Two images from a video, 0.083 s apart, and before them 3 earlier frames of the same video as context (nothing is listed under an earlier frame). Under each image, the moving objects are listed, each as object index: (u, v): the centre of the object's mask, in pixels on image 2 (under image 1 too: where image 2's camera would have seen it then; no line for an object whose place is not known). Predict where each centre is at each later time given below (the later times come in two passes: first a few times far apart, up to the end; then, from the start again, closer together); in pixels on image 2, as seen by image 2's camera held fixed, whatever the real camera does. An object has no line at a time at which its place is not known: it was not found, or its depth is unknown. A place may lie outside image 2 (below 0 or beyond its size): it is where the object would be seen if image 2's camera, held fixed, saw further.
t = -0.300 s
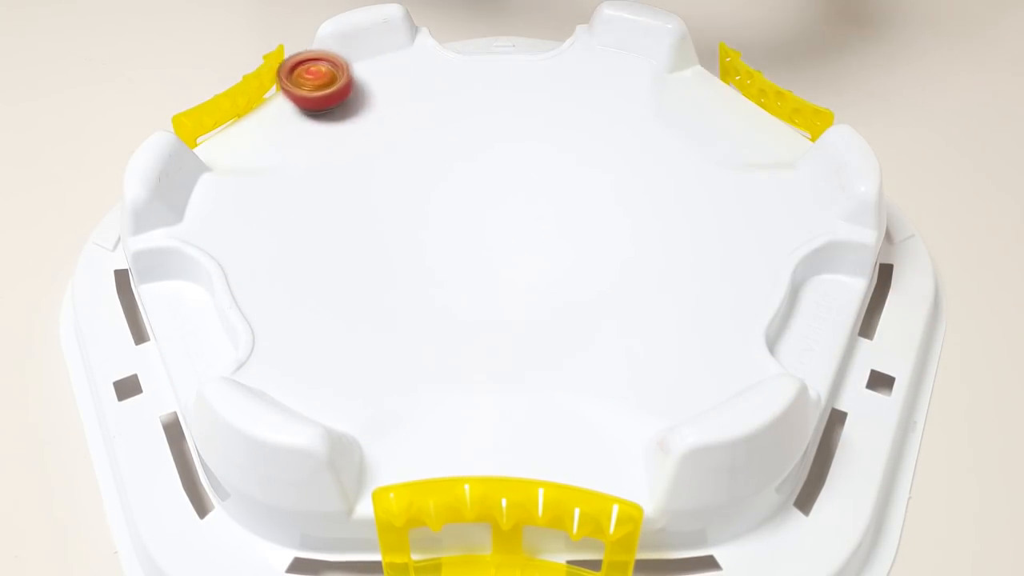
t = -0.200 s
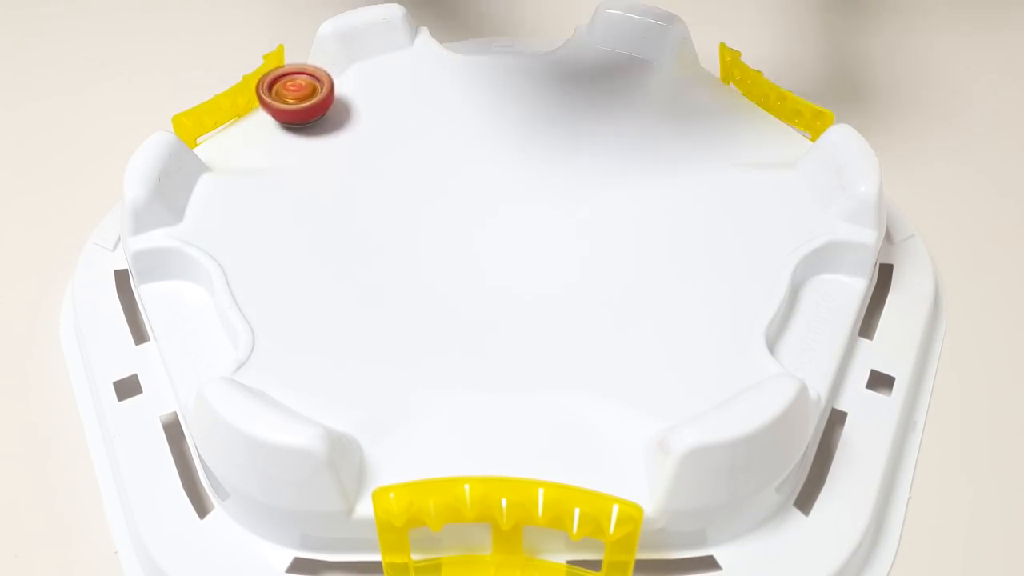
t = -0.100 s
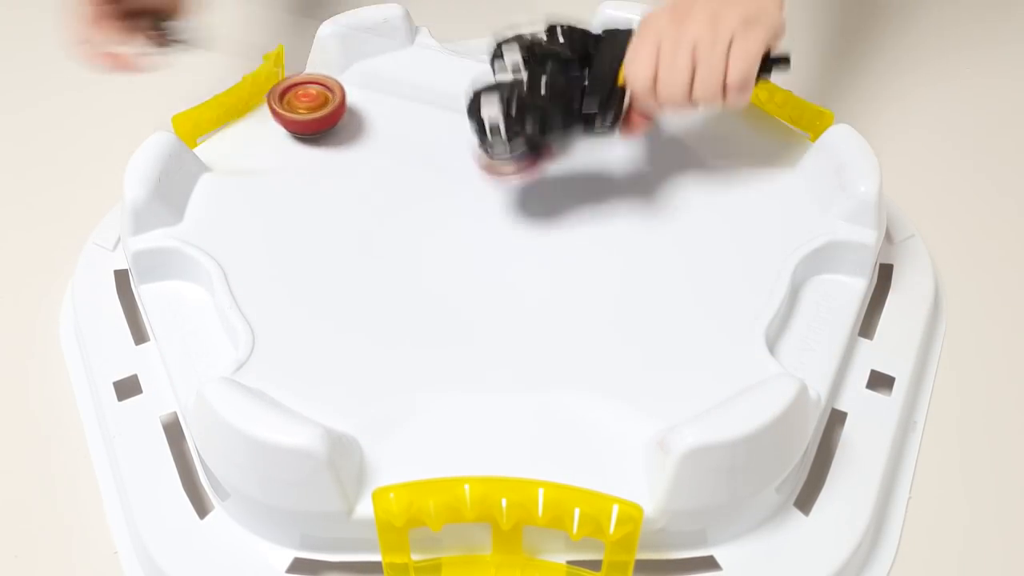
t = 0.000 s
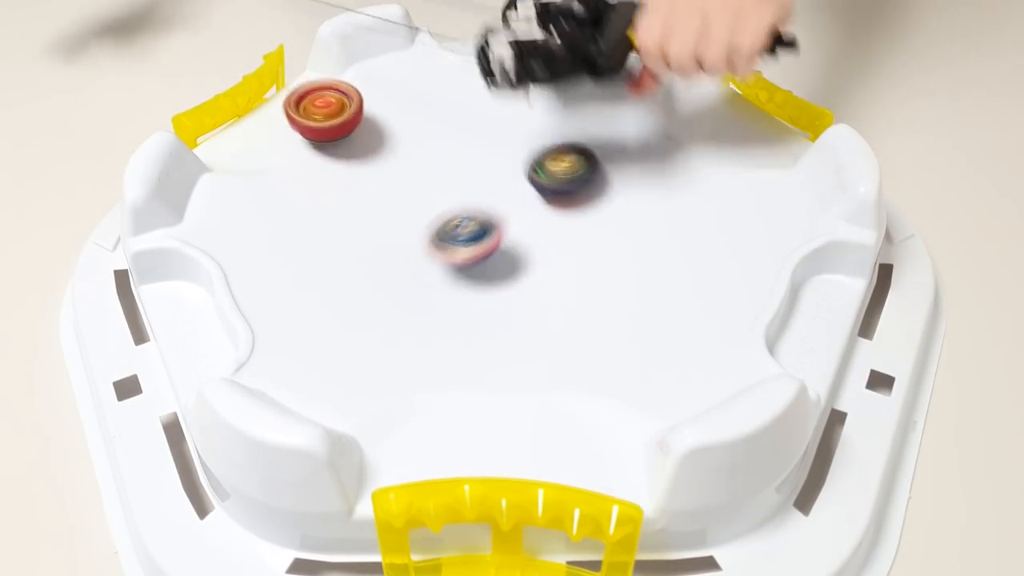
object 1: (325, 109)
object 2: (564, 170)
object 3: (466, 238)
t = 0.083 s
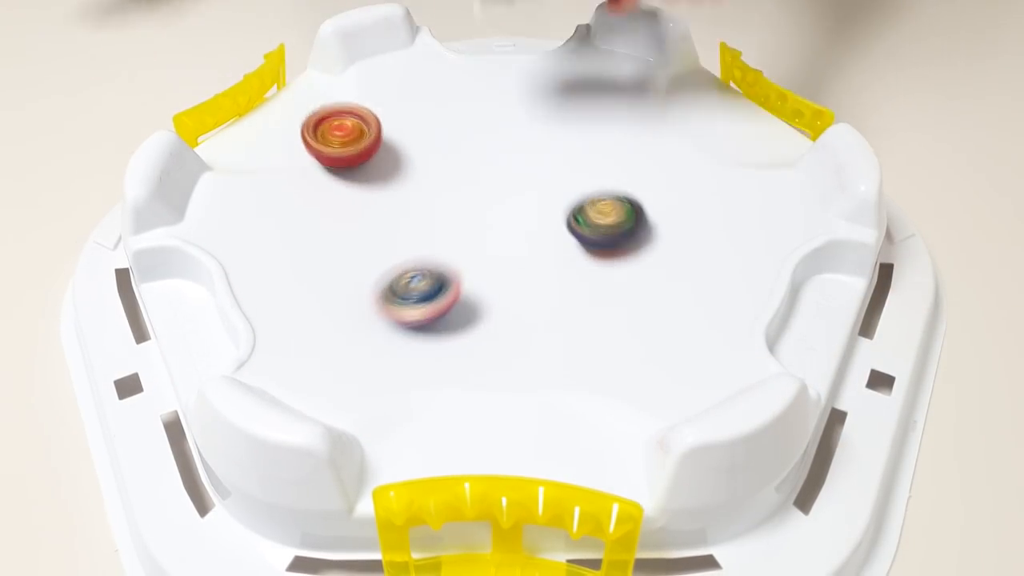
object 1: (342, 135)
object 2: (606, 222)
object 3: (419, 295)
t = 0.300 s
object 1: (429, 259)
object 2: (585, 292)
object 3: (412, 463)
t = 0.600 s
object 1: (505, 262)
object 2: (660, 280)
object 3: (513, 346)
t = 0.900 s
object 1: (518, 140)
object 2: (775, 147)
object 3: (390, 287)
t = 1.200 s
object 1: (385, 78)
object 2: (672, 68)
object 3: (431, 413)
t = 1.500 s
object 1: (335, 92)
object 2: (718, 107)
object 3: (526, 287)
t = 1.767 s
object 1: (318, 73)
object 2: (710, 138)
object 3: (437, 86)
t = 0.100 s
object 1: (344, 141)
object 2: (612, 230)
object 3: (412, 304)
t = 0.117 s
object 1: (347, 151)
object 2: (616, 239)
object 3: (407, 316)
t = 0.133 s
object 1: (349, 158)
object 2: (619, 246)
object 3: (403, 325)
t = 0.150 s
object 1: (352, 169)
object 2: (620, 252)
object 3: (401, 337)
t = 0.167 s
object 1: (355, 178)
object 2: (621, 259)
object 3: (400, 349)
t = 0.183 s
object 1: (359, 188)
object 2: (620, 265)
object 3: (400, 361)
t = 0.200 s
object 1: (364, 198)
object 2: (617, 270)
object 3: (403, 375)
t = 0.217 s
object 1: (371, 210)
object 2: (614, 275)
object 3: (407, 391)
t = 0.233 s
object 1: (379, 220)
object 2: (610, 279)
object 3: (412, 411)
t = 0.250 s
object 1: (390, 232)
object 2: (605, 284)
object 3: (416, 431)
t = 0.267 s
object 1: (401, 243)
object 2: (599, 288)
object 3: (414, 446)
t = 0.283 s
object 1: (414, 251)
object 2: (593, 290)
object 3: (414, 457)
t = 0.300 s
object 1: (429, 259)
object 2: (585, 292)
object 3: (412, 463)
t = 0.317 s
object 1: (446, 267)
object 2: (578, 294)
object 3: (409, 459)
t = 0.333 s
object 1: (462, 273)
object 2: (570, 295)
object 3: (406, 450)
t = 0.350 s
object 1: (478, 278)
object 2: (565, 297)
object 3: (409, 438)
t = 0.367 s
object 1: (477, 277)
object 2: (579, 297)
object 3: (413, 426)
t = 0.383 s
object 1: (473, 277)
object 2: (595, 295)
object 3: (416, 413)
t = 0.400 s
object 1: (469, 276)
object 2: (610, 294)
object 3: (418, 402)
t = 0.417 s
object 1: (467, 275)
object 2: (622, 292)
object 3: (420, 393)
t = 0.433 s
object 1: (466, 275)
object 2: (633, 291)
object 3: (424, 385)
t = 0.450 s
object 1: (466, 274)
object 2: (642, 289)
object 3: (429, 379)
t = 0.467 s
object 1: (468, 273)
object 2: (649, 287)
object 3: (432, 372)
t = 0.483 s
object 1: (471, 272)
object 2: (655, 286)
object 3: (437, 368)
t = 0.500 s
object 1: (474, 271)
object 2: (659, 284)
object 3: (443, 365)
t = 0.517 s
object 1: (479, 270)
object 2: (662, 283)
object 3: (451, 363)
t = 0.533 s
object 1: (485, 269)
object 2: (663, 282)
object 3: (460, 359)
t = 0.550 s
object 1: (490, 268)
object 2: (664, 281)
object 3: (472, 357)
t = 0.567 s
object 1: (495, 266)
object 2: (663, 281)
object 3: (484, 354)
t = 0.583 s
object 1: (500, 264)
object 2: (662, 281)
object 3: (498, 350)
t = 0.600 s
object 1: (505, 262)
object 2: (660, 280)
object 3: (513, 346)
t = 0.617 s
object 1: (508, 258)
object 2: (657, 280)
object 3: (529, 338)
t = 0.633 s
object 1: (512, 256)
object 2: (654, 280)
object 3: (547, 331)
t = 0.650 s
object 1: (515, 253)
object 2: (650, 280)
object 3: (565, 323)
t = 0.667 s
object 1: (517, 249)
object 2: (663, 273)
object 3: (566, 318)
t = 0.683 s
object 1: (519, 244)
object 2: (691, 260)
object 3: (551, 312)
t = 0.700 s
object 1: (520, 239)
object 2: (716, 248)
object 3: (537, 306)
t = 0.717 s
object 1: (521, 235)
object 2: (739, 234)
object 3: (524, 301)
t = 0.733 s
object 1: (522, 231)
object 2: (760, 222)
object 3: (514, 296)
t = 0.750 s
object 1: (521, 226)
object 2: (779, 209)
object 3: (505, 289)
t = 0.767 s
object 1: (519, 220)
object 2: (798, 198)
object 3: (498, 281)
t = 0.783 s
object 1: (517, 216)
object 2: (806, 184)
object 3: (491, 274)
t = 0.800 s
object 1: (519, 206)
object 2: (805, 166)
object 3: (476, 275)
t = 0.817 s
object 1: (522, 196)
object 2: (804, 156)
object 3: (460, 277)
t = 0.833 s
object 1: (523, 183)
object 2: (802, 149)
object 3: (443, 278)
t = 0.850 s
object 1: (524, 171)
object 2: (800, 145)
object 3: (428, 280)
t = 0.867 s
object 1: (522, 160)
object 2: (795, 143)
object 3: (414, 283)
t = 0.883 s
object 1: (521, 149)
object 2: (785, 143)
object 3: (402, 284)
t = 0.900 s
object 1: (518, 140)
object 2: (775, 147)
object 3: (390, 287)
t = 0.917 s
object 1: (514, 132)
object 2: (762, 145)
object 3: (380, 292)
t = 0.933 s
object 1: (509, 124)
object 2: (750, 142)
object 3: (370, 297)
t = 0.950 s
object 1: (504, 118)
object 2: (739, 140)
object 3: (362, 301)
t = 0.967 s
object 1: (498, 112)
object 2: (730, 135)
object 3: (354, 307)
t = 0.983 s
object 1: (491, 106)
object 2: (721, 129)
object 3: (347, 315)
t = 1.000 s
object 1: (484, 102)
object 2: (712, 124)
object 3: (342, 322)
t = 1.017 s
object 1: (475, 98)
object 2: (705, 119)
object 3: (337, 331)
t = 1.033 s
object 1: (466, 94)
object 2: (698, 114)
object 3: (333, 341)
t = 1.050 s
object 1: (458, 91)
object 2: (692, 110)
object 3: (331, 351)
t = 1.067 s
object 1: (449, 88)
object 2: (686, 105)
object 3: (332, 361)
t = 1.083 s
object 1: (440, 86)
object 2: (681, 100)
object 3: (336, 372)
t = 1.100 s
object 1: (431, 83)
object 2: (676, 96)
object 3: (342, 382)
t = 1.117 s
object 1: (423, 81)
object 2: (673, 91)
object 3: (353, 387)
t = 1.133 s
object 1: (414, 80)
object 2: (670, 86)
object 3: (369, 391)
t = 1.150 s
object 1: (407, 79)
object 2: (669, 82)
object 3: (386, 397)
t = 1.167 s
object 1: (399, 78)
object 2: (669, 77)
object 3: (404, 407)
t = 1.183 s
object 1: (392, 78)
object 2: (670, 72)
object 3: (419, 416)
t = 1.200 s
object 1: (385, 78)
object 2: (672, 68)
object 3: (431, 413)
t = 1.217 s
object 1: (379, 79)
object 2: (675, 69)
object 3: (443, 415)
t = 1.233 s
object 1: (372, 79)
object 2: (678, 72)
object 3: (455, 415)
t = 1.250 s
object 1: (366, 80)
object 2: (681, 74)
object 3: (465, 415)
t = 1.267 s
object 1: (359, 83)
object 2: (686, 75)
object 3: (473, 412)
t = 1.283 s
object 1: (354, 83)
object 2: (691, 76)
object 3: (478, 405)
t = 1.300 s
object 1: (348, 86)
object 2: (697, 77)
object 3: (483, 396)
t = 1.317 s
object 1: (342, 88)
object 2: (702, 78)
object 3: (487, 391)
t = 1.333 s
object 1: (337, 90)
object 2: (708, 79)
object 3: (490, 385)
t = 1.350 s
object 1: (332, 90)
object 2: (712, 80)
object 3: (491, 378)
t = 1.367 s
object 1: (329, 90)
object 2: (713, 83)
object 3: (489, 368)
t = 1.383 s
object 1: (326, 91)
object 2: (714, 87)
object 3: (488, 361)
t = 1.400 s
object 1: (325, 92)
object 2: (714, 90)
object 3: (489, 354)
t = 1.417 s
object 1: (325, 92)
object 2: (715, 93)
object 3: (493, 343)
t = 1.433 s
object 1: (326, 92)
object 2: (715, 96)
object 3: (498, 332)
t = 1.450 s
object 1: (328, 92)
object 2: (716, 99)
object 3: (504, 323)
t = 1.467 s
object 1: (330, 93)
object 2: (717, 102)
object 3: (512, 312)
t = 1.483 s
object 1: (332, 93)
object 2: (717, 104)
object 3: (520, 300)
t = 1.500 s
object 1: (335, 92)
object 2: (718, 107)
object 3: (526, 287)
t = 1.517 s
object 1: (337, 93)
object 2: (718, 109)
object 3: (532, 274)
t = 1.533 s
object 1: (339, 92)
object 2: (719, 112)
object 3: (534, 260)
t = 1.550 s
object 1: (340, 91)
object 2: (719, 114)
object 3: (534, 245)
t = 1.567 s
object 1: (341, 90)
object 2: (719, 116)
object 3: (532, 229)
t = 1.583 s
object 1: (341, 88)
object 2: (719, 118)
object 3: (528, 213)
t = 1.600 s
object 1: (341, 87)
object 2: (719, 121)
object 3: (523, 199)
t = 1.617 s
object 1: (340, 84)
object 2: (718, 123)
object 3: (517, 184)
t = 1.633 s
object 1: (339, 81)
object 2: (718, 125)
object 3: (509, 170)
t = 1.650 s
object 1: (337, 79)
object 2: (717, 127)
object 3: (500, 157)
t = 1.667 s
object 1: (335, 76)
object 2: (716, 129)
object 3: (491, 143)
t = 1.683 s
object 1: (332, 74)
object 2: (715, 131)
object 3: (480, 130)
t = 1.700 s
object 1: (330, 71)
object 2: (714, 133)
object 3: (470, 118)
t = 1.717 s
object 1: (326, 69)
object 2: (713, 135)
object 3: (459, 105)
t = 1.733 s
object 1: (322, 71)
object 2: (712, 136)
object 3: (449, 96)
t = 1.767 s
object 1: (318, 73)
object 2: (710, 138)
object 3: (437, 86)
